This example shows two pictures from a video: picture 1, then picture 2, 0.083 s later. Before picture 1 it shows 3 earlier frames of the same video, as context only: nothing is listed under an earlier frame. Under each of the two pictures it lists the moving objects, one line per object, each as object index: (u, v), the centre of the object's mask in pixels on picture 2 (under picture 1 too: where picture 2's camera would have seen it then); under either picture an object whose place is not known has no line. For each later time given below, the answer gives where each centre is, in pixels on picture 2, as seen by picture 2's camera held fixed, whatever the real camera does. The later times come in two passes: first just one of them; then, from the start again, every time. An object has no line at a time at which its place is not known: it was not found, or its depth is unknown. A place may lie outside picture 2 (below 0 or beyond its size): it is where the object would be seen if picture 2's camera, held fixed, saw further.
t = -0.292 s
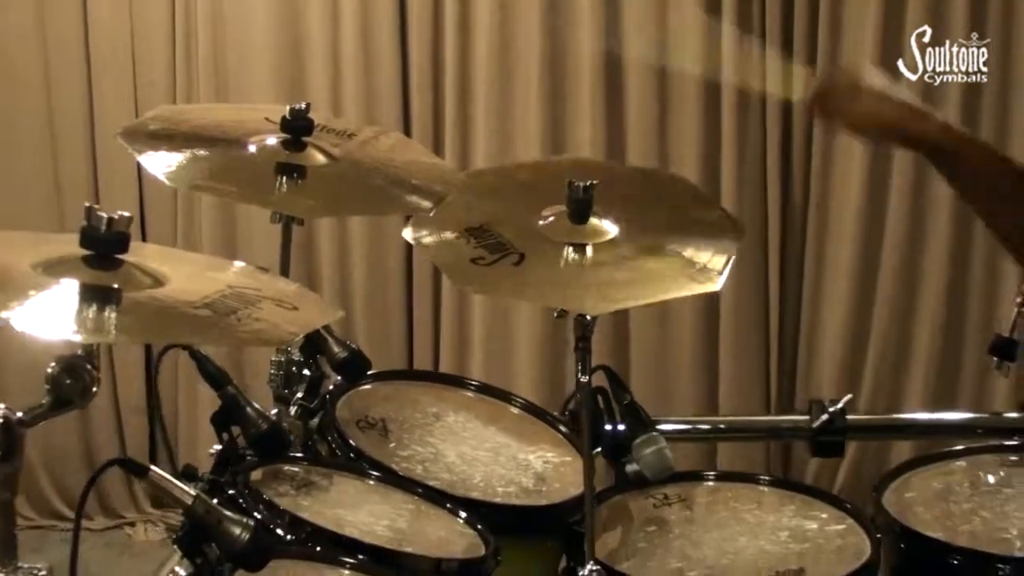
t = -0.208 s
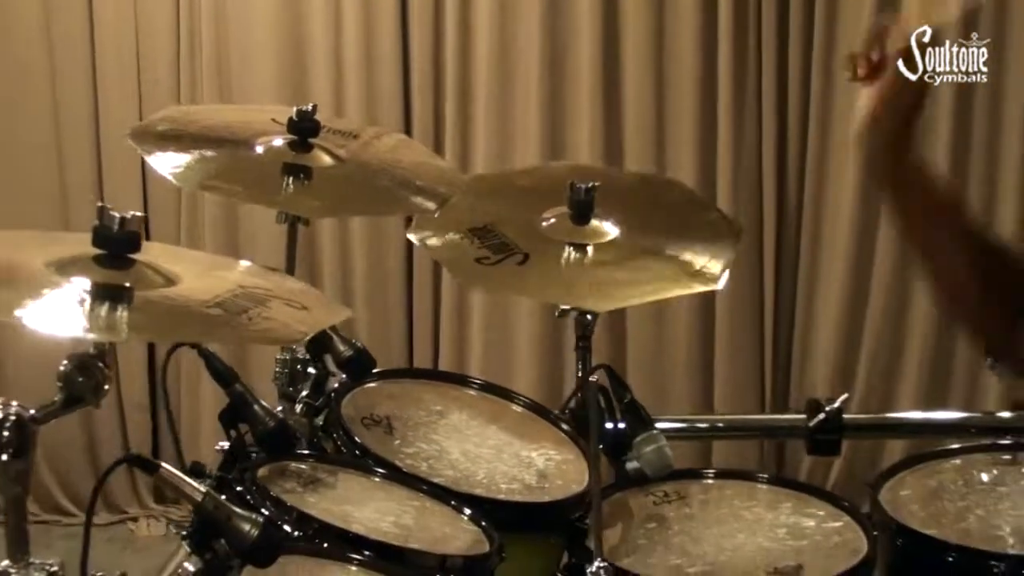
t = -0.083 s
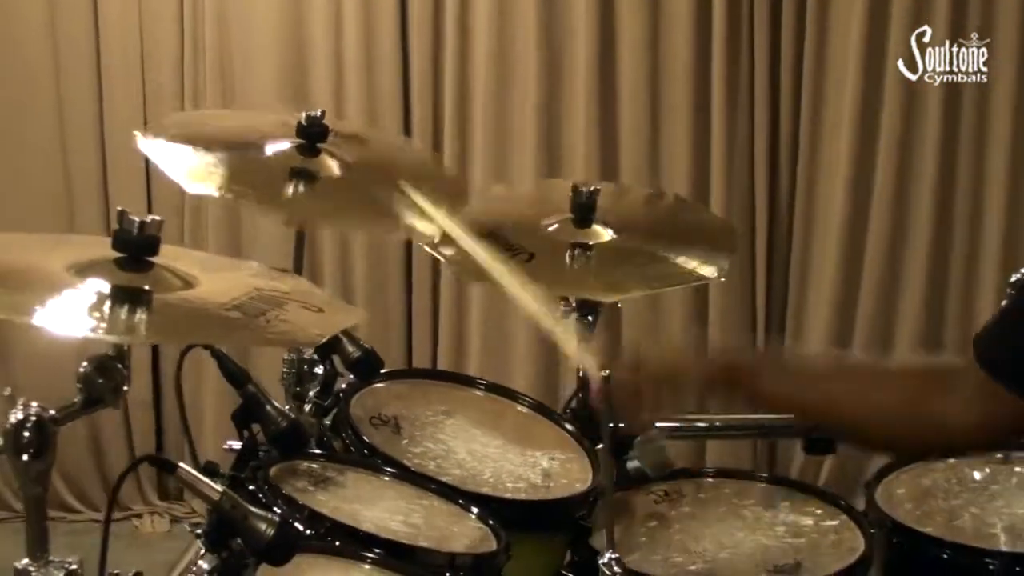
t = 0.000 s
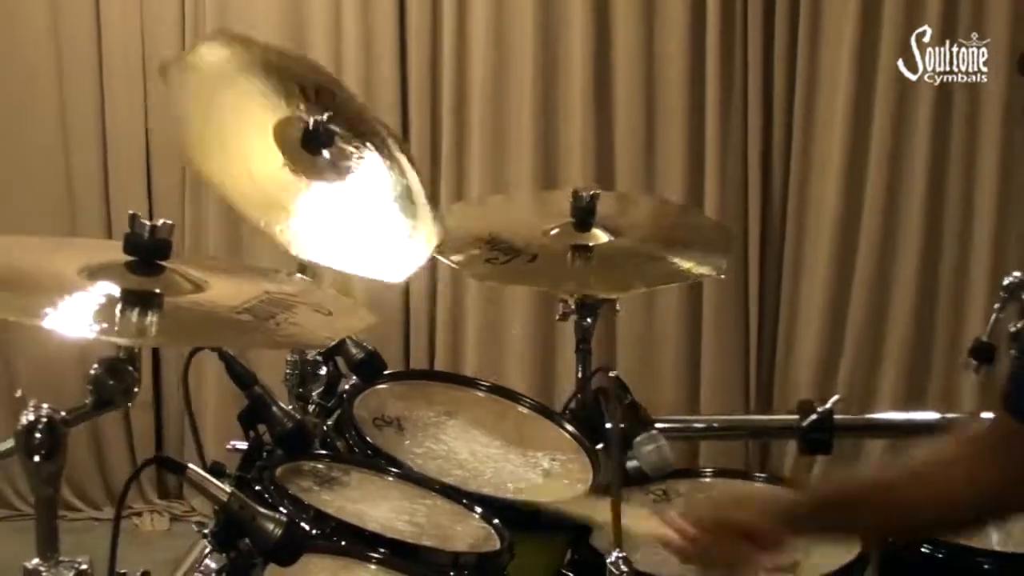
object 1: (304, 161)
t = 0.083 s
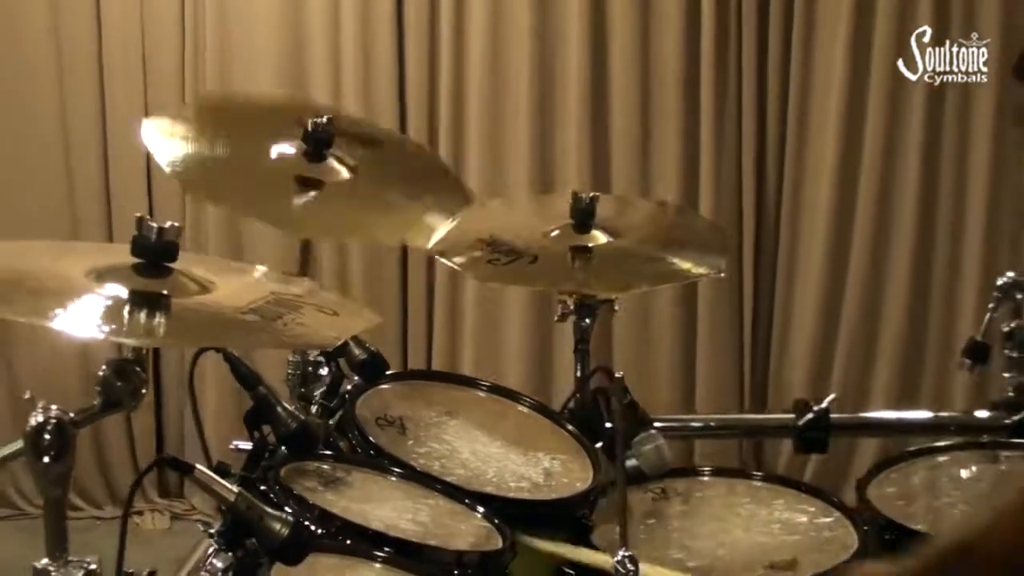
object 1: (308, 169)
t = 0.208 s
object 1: (317, 159)
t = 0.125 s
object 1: (311, 169)
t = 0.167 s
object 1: (323, 162)
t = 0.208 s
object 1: (317, 159)
